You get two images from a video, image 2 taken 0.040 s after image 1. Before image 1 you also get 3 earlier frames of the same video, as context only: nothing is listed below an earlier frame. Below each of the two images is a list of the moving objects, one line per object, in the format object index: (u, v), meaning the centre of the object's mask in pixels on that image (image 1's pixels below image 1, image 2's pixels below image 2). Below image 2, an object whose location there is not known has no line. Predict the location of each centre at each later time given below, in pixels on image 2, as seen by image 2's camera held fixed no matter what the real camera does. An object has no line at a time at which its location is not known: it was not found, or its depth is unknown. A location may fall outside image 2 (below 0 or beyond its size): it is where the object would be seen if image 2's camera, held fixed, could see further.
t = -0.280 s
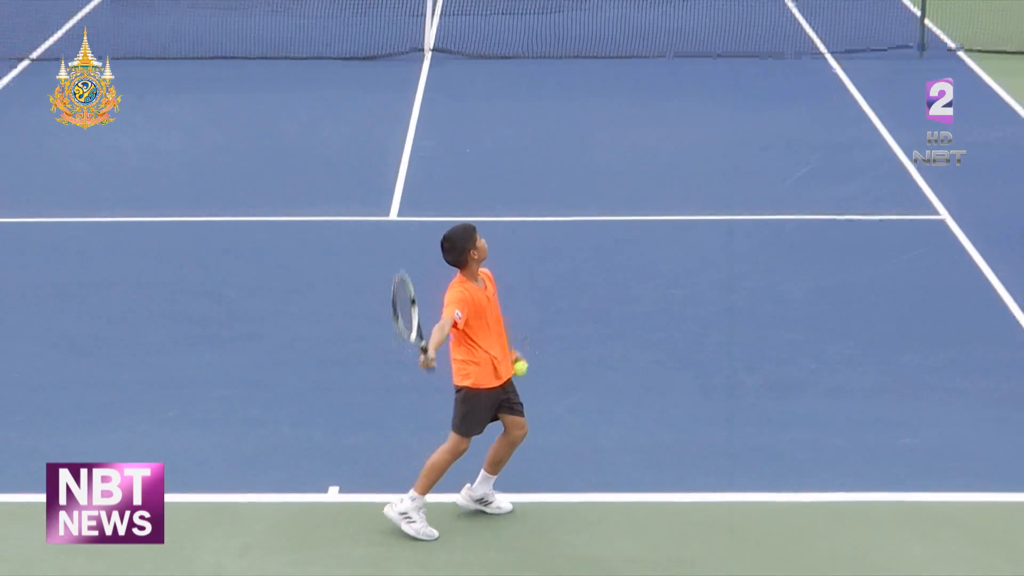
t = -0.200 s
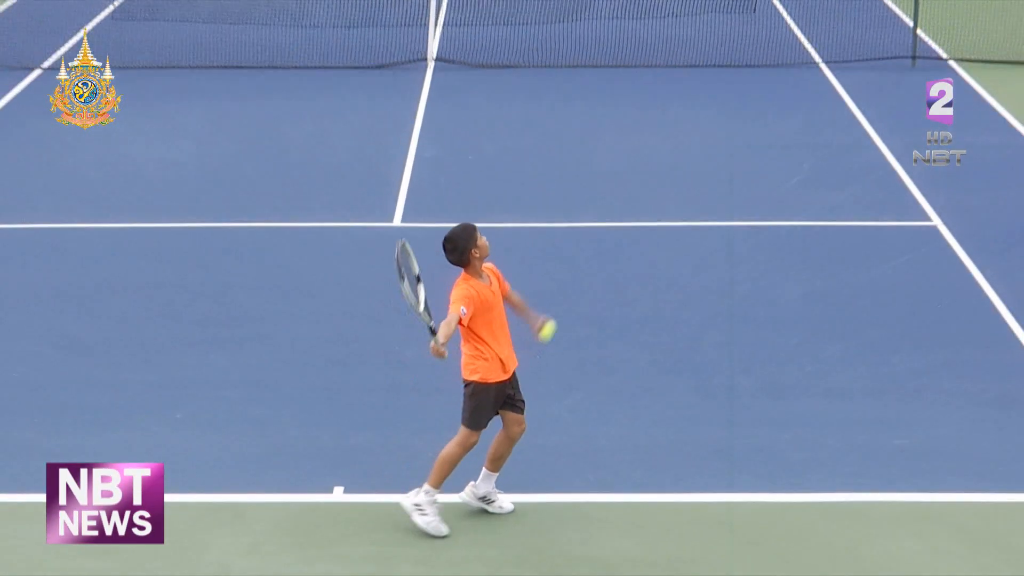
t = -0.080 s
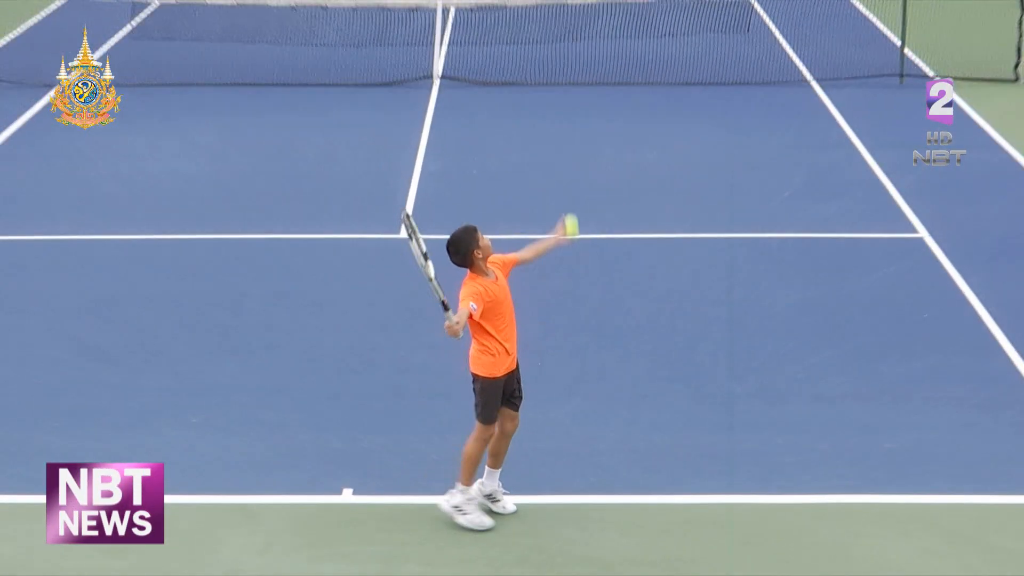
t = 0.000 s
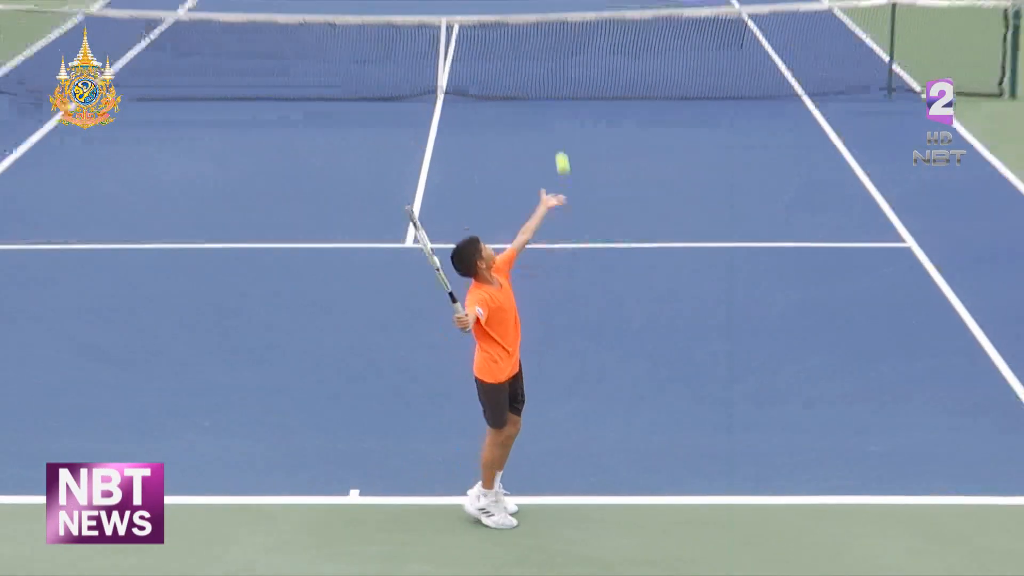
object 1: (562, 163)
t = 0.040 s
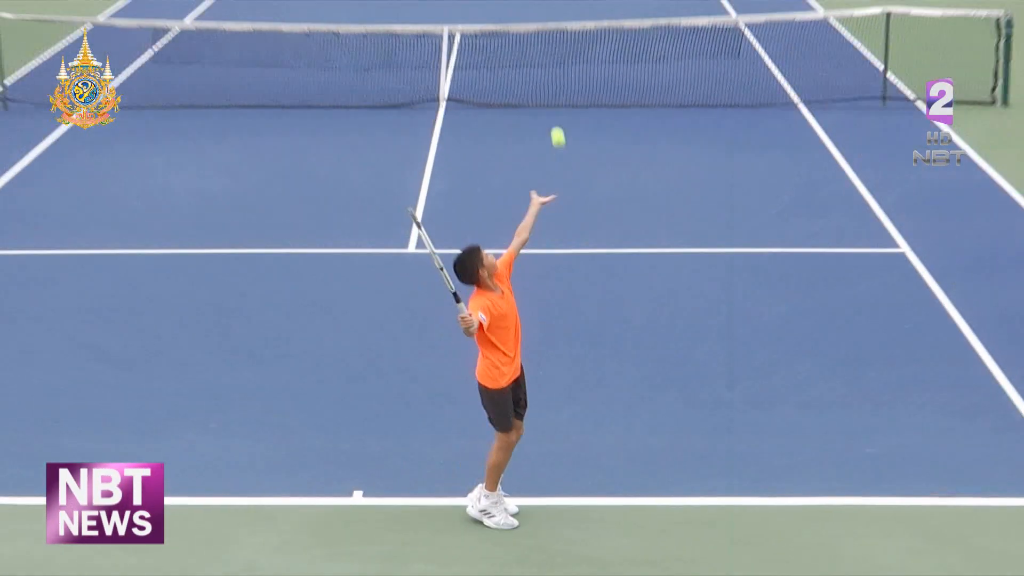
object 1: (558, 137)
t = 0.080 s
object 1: (553, 111)
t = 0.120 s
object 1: (549, 88)
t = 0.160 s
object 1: (544, 69)
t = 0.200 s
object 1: (540, 53)
